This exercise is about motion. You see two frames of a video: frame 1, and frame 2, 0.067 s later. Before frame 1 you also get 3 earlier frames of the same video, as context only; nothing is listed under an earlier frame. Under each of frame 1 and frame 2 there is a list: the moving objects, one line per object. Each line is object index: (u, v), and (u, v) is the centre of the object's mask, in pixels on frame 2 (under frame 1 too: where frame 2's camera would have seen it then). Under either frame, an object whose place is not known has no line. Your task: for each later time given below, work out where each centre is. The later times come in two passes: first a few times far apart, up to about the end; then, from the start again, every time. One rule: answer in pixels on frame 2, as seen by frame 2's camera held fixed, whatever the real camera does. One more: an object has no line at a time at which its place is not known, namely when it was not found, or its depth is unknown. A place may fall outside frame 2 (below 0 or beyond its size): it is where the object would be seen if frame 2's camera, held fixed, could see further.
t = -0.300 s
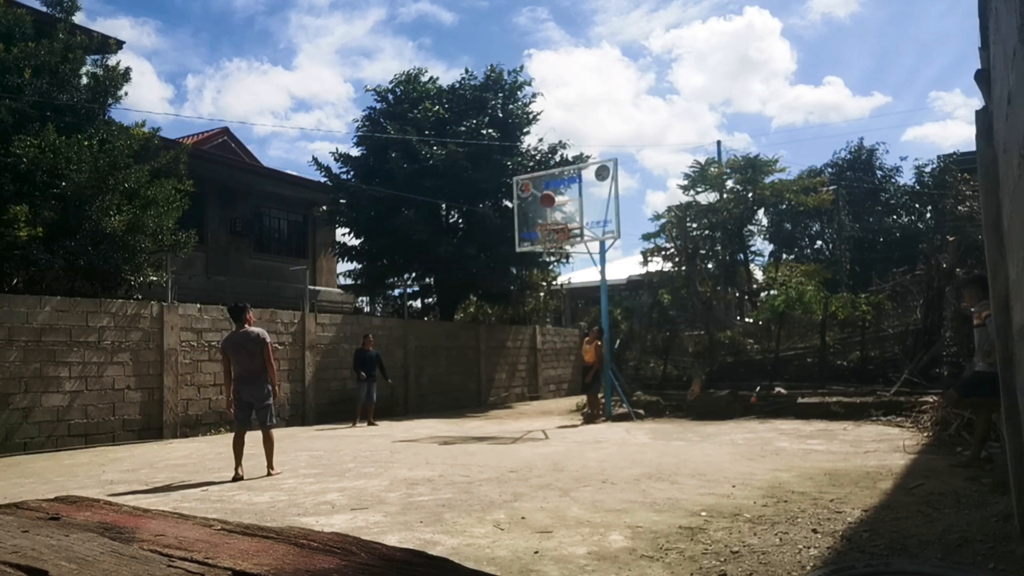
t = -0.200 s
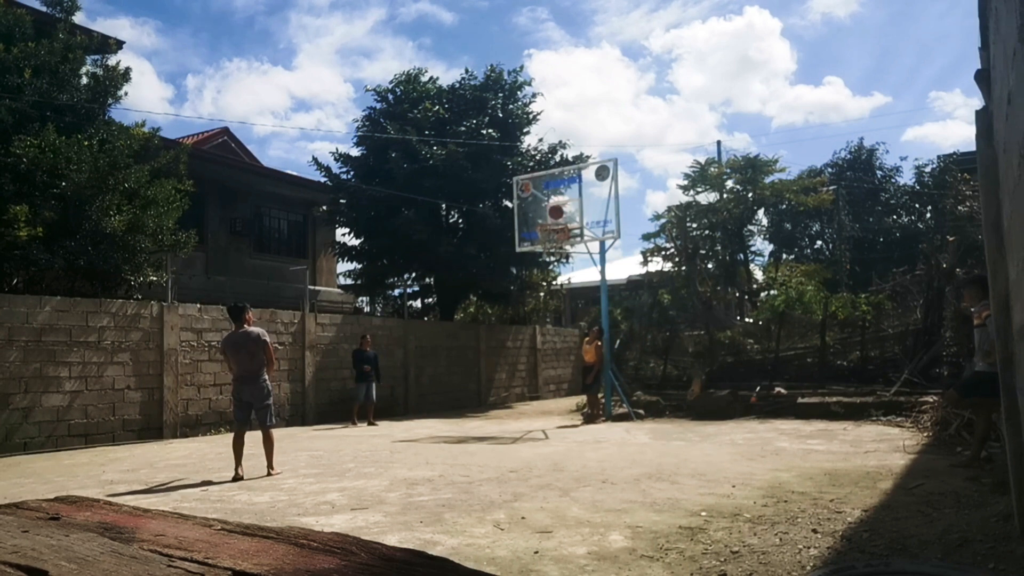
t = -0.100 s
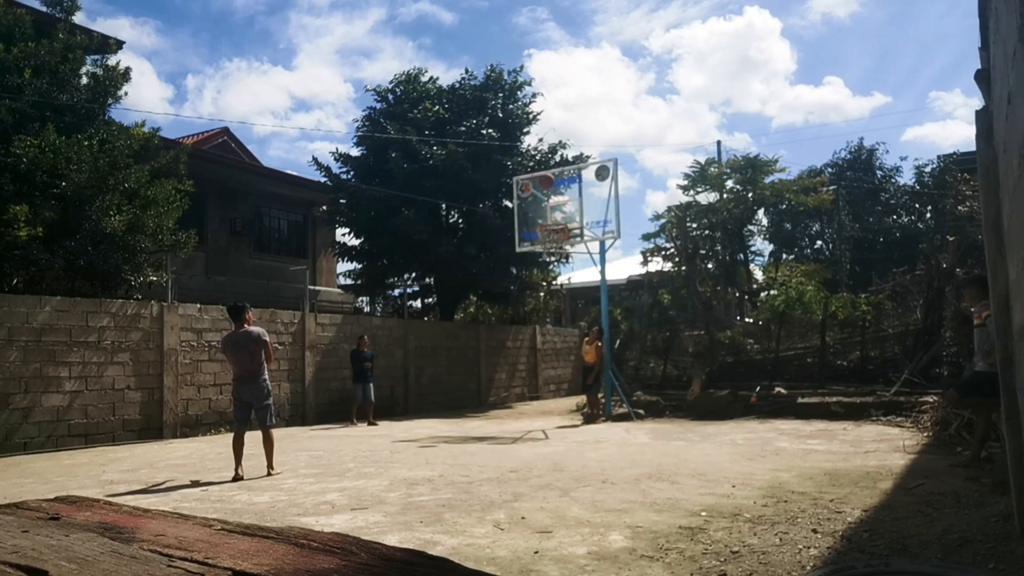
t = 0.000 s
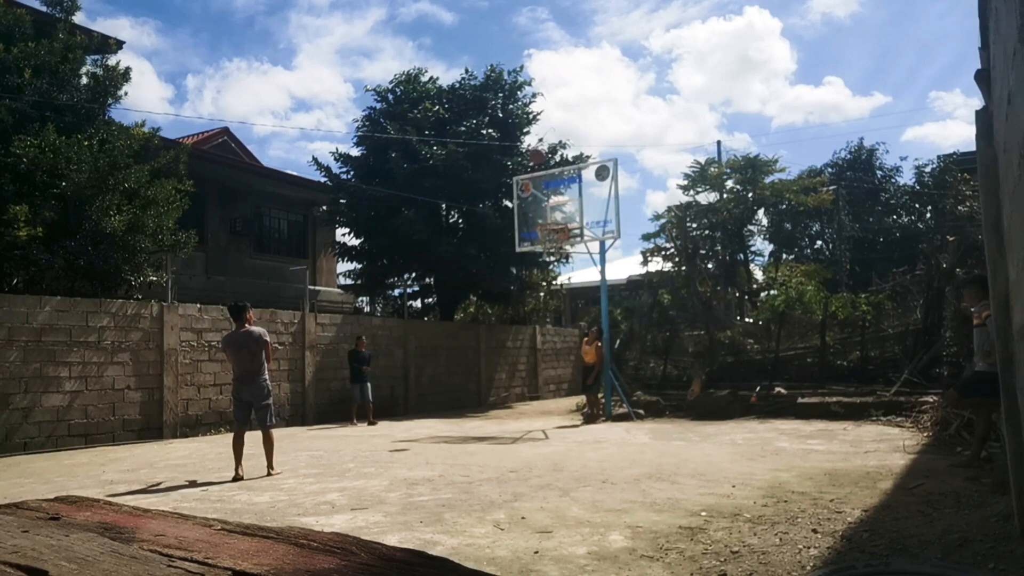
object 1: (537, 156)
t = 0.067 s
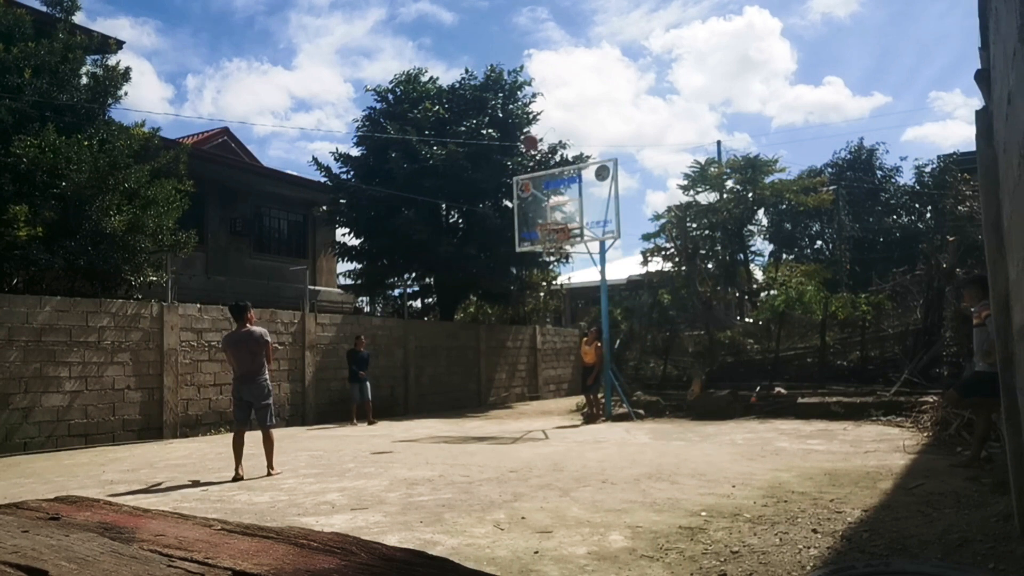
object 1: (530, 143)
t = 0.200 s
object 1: (517, 123)
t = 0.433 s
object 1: (494, 114)
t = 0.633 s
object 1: (473, 137)
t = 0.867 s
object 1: (449, 202)
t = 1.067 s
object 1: (428, 297)
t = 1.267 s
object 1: (403, 432)
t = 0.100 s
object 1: (526, 136)
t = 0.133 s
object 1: (523, 130)
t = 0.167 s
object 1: (521, 127)
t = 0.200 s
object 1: (517, 123)
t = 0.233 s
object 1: (514, 119)
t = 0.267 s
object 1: (511, 117)
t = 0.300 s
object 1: (507, 114)
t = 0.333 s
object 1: (504, 114)
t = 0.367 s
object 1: (501, 113)
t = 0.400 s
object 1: (497, 113)
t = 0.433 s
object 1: (494, 114)
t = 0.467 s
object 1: (491, 116)
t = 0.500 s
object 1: (487, 119)
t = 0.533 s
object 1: (484, 122)
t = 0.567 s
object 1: (481, 127)
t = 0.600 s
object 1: (477, 131)
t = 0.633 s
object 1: (473, 137)
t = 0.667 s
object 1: (470, 144)
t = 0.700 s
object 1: (467, 151)
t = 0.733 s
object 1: (463, 160)
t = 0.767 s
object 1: (460, 169)
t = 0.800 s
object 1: (456, 179)
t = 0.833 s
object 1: (453, 190)
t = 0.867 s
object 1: (449, 202)
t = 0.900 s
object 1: (446, 216)
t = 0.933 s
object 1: (442, 230)
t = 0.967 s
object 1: (439, 245)
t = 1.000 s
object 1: (435, 261)
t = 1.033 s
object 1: (432, 278)
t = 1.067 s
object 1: (428, 297)
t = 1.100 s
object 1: (424, 316)
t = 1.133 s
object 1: (420, 337)
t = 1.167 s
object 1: (416, 359)
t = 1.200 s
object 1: (412, 382)
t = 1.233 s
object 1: (408, 406)
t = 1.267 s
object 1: (403, 432)
